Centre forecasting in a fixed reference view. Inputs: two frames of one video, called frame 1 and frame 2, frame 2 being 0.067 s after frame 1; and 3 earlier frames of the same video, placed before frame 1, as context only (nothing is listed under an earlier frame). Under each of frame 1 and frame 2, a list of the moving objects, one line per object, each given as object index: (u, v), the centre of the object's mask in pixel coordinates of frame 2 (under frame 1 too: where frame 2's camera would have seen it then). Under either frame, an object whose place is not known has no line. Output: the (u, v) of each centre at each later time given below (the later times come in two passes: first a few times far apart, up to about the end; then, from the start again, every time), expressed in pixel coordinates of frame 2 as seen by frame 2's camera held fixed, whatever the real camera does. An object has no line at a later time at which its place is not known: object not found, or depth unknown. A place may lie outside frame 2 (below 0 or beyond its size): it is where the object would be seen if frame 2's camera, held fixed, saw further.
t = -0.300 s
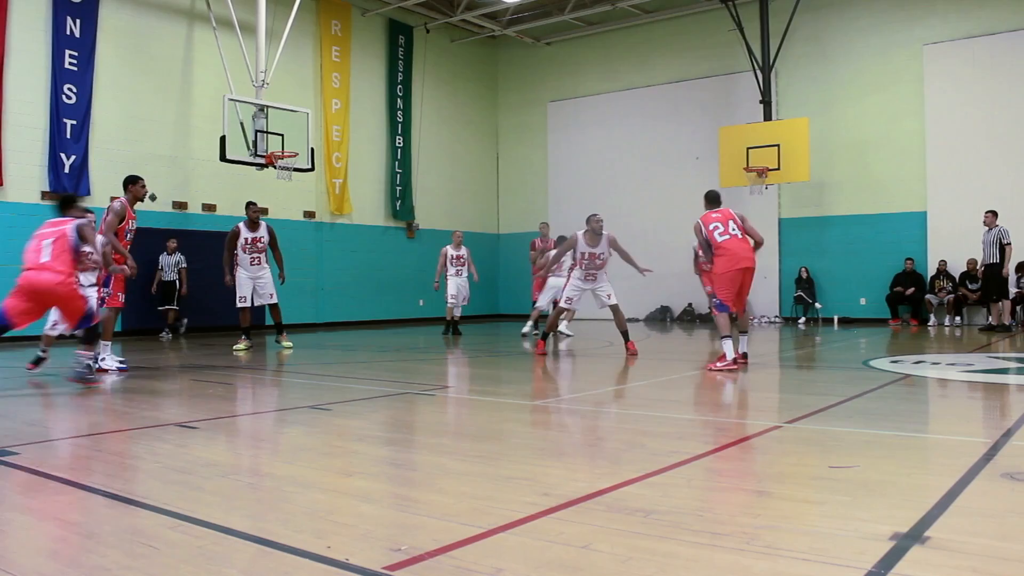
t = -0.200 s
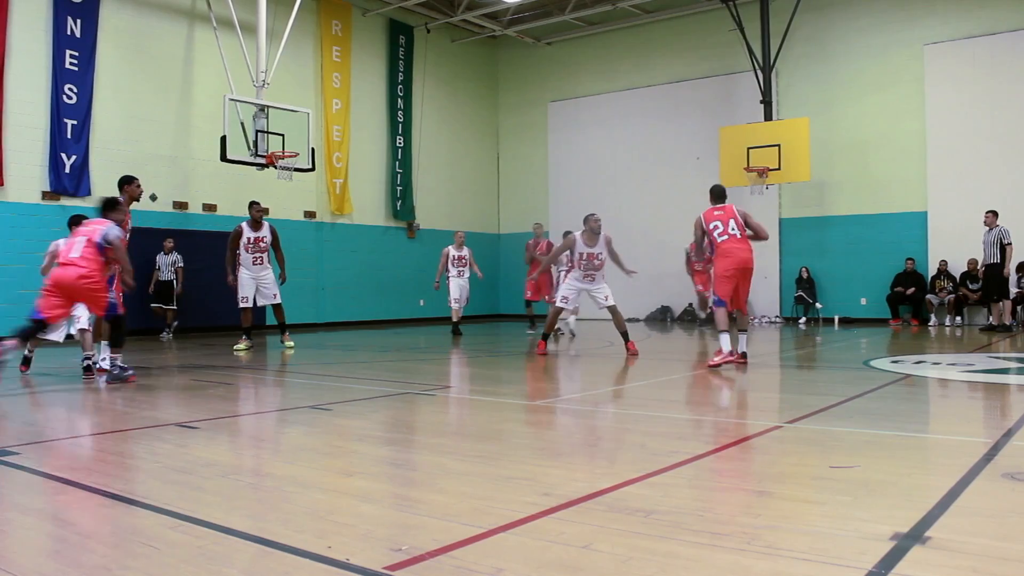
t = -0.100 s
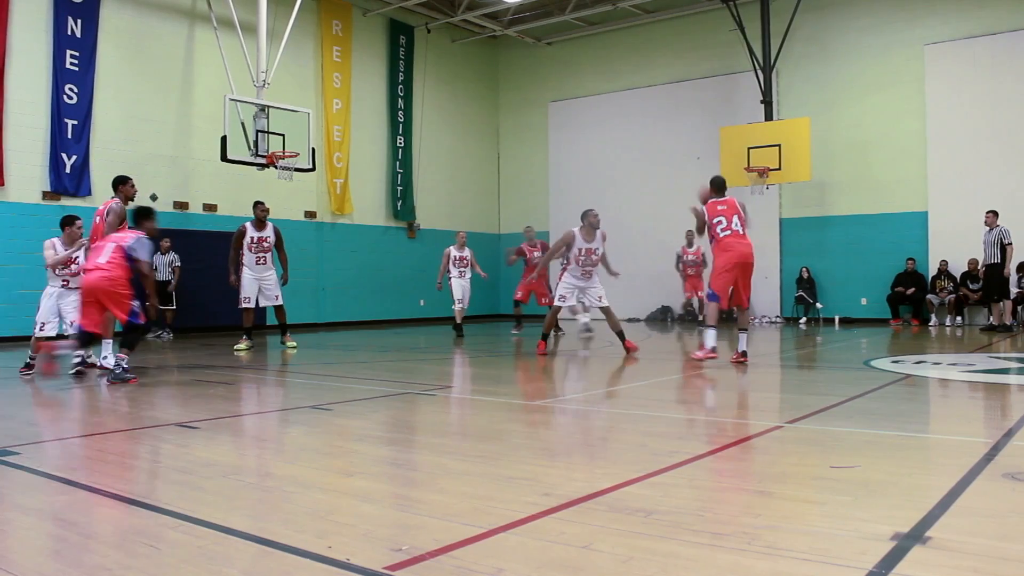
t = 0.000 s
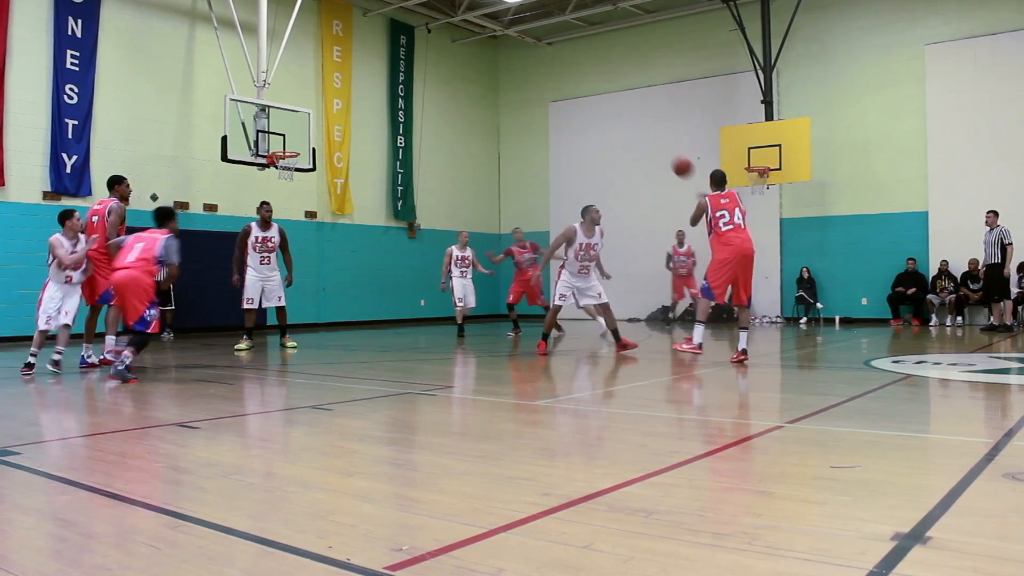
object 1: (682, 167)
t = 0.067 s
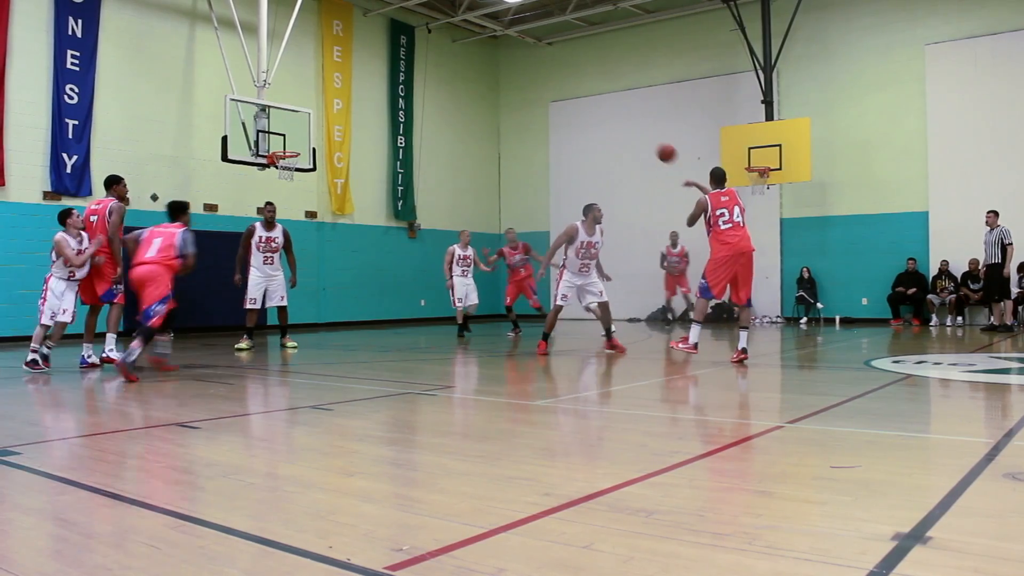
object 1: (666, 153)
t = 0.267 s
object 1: (626, 135)
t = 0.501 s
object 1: (591, 146)
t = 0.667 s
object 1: (571, 170)
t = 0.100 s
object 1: (658, 147)
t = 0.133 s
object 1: (651, 143)
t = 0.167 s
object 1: (645, 140)
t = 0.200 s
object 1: (638, 137)
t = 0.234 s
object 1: (632, 136)
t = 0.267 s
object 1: (626, 135)
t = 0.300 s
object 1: (620, 135)
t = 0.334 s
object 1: (615, 135)
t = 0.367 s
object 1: (610, 136)
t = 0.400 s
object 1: (605, 138)
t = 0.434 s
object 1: (600, 140)
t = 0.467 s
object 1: (595, 143)
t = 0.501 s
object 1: (591, 146)
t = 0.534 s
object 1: (587, 150)
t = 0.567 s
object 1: (583, 154)
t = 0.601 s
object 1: (579, 159)
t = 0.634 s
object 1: (575, 164)
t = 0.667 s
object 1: (571, 170)
